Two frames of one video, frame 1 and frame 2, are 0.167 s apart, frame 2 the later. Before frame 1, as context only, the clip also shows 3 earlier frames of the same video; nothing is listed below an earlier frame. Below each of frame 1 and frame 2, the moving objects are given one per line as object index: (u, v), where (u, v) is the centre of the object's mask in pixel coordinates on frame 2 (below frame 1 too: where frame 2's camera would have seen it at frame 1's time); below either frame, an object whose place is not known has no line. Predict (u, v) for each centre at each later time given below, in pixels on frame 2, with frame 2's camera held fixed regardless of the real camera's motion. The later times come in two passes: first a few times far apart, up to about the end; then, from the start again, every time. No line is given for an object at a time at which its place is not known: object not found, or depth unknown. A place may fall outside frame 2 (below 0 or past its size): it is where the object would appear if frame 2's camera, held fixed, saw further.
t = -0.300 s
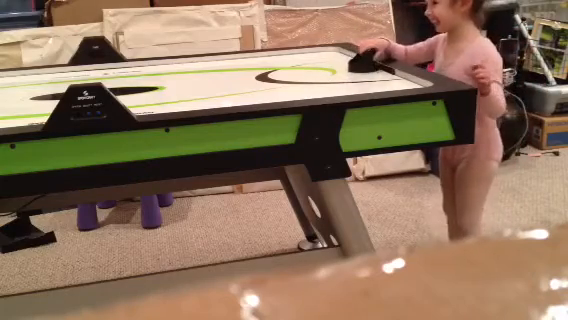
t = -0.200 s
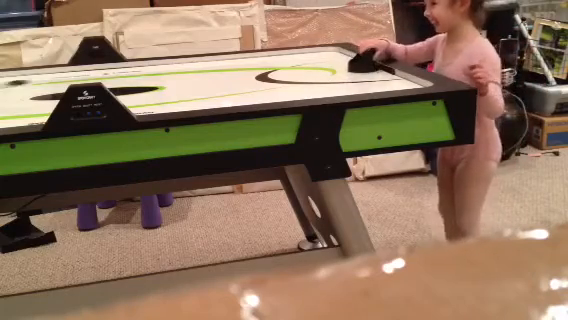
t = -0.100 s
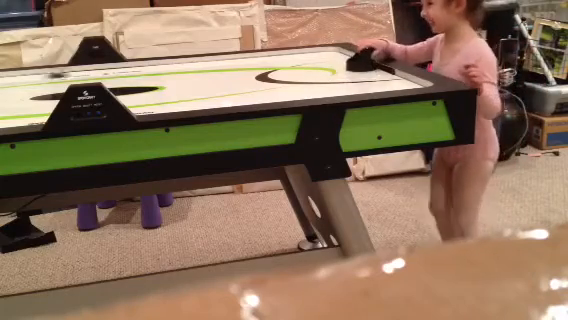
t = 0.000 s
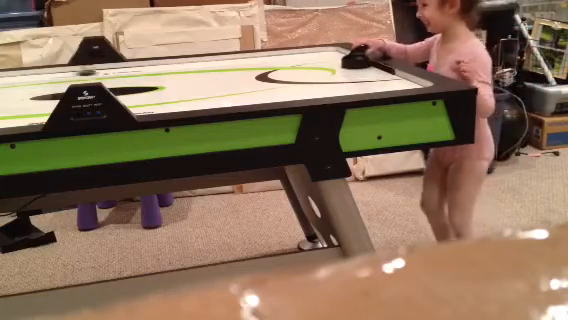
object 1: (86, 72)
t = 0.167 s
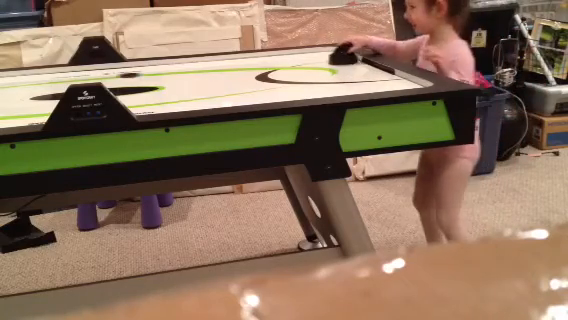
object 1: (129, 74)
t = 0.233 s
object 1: (146, 75)
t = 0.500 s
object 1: (217, 79)
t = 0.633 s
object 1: (251, 81)
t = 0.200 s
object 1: (137, 75)
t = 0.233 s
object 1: (146, 75)
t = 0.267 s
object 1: (155, 76)
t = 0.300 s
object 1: (164, 76)
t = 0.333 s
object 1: (172, 77)
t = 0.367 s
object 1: (181, 77)
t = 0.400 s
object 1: (190, 78)
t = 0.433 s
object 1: (198, 78)
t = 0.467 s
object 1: (208, 79)
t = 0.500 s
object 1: (217, 79)
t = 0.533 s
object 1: (226, 80)
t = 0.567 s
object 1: (234, 80)
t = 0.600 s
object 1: (244, 80)
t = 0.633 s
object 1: (251, 81)
